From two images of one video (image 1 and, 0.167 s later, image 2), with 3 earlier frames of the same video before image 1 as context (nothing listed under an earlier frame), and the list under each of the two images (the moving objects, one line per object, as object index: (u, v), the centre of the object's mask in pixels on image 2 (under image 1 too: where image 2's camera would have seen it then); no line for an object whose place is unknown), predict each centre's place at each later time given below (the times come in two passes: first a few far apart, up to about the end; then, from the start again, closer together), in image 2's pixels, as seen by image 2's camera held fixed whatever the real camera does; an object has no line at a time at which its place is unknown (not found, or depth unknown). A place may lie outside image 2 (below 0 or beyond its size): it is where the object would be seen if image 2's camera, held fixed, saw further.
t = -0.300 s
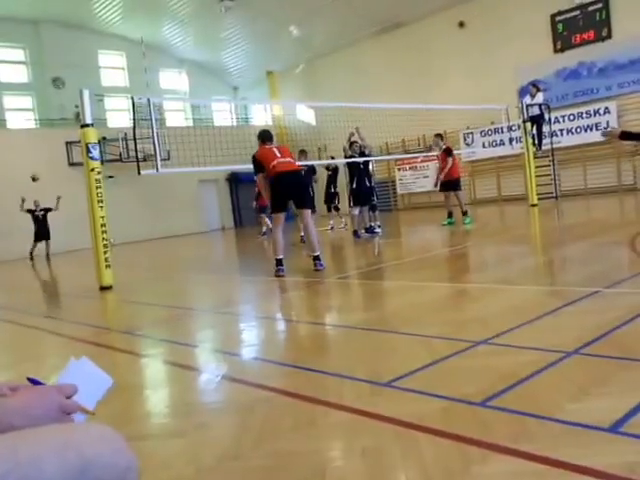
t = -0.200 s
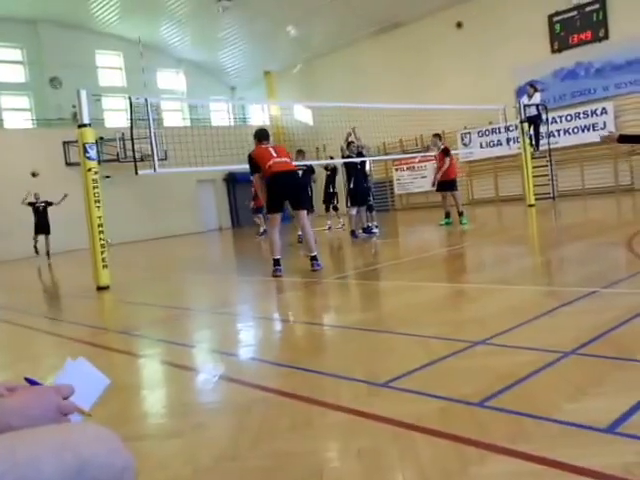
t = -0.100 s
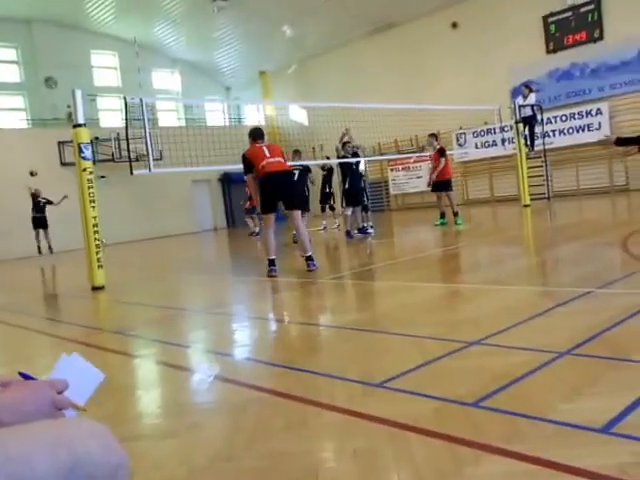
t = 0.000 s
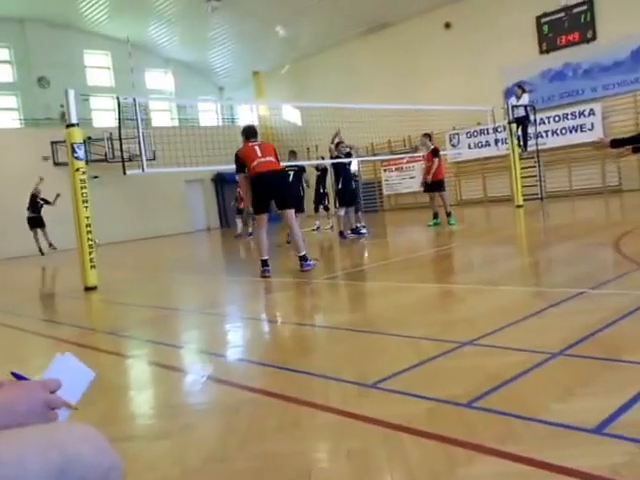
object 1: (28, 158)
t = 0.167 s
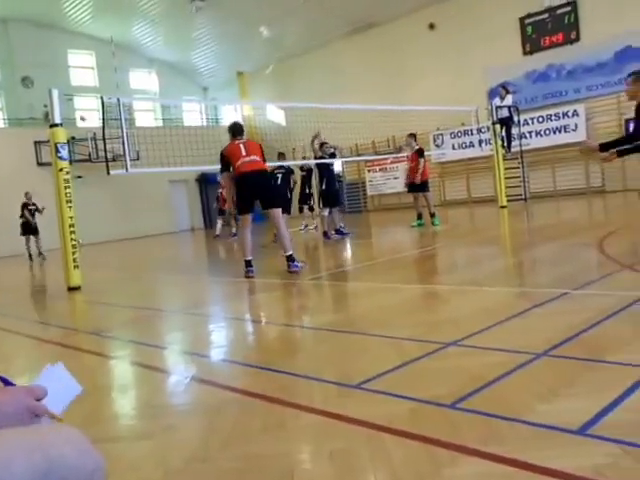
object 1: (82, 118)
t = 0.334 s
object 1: (141, 85)
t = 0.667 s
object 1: (307, 43)
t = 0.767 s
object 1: (372, 42)
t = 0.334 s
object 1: (141, 85)
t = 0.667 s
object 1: (307, 43)
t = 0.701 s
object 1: (328, 42)
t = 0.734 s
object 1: (349, 42)
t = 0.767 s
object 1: (372, 42)
